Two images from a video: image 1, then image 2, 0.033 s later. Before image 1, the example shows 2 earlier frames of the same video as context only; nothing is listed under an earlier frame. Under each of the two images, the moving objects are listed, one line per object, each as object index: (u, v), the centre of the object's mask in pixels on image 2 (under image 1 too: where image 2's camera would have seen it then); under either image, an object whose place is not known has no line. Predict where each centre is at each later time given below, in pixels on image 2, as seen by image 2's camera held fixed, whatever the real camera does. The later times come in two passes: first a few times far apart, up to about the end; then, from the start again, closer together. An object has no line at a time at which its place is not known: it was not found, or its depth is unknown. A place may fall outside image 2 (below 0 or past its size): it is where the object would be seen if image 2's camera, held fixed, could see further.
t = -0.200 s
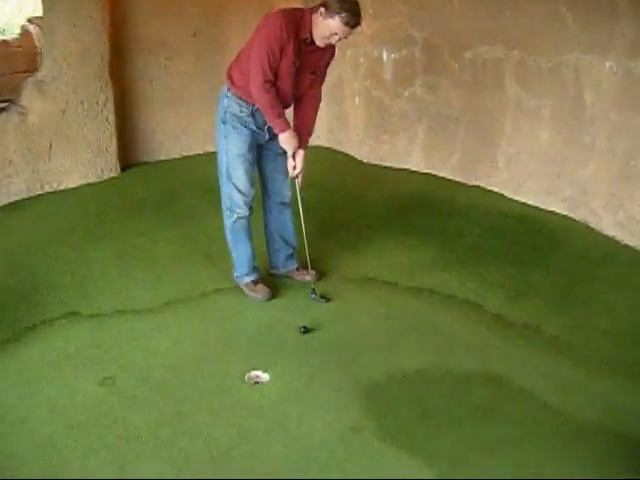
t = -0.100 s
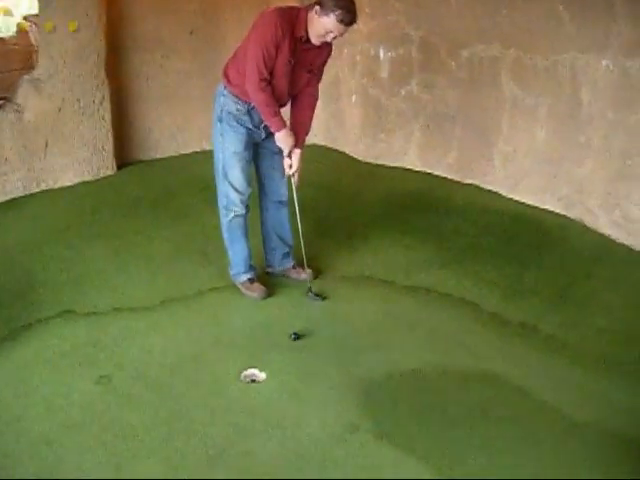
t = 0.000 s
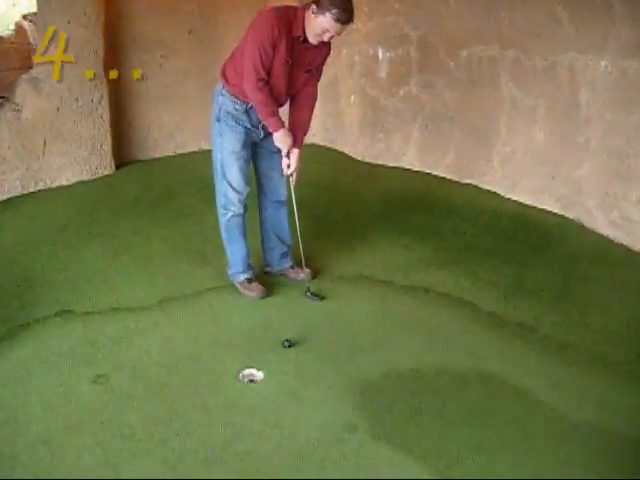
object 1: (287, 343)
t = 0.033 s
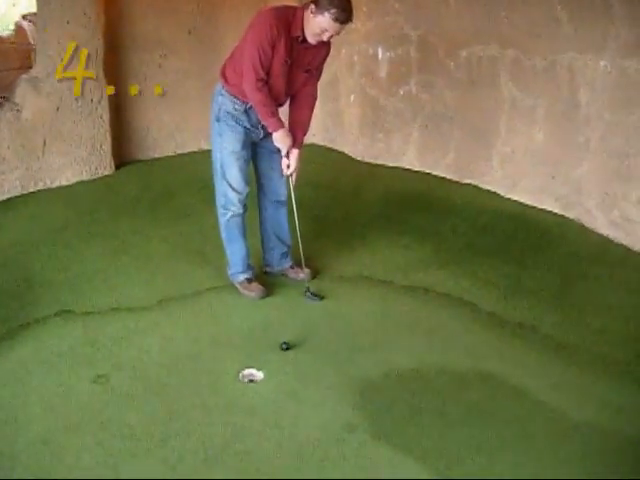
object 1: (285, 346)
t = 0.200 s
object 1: (275, 358)
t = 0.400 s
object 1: (267, 371)
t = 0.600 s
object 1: (255, 387)
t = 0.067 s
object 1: (283, 348)
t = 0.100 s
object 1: (281, 351)
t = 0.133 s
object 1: (279, 353)
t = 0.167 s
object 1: (277, 356)
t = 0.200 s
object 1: (275, 358)
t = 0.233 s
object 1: (273, 361)
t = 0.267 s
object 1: (272, 363)
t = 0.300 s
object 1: (270, 366)
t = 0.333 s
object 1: (270, 366)
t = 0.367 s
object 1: (268, 368)
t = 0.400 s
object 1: (267, 371)
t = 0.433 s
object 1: (266, 373)
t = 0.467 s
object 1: (264, 376)
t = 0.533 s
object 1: (261, 382)
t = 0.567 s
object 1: (257, 384)
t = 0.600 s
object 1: (255, 387)
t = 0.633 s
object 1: (254, 390)
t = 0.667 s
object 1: (252, 391)
